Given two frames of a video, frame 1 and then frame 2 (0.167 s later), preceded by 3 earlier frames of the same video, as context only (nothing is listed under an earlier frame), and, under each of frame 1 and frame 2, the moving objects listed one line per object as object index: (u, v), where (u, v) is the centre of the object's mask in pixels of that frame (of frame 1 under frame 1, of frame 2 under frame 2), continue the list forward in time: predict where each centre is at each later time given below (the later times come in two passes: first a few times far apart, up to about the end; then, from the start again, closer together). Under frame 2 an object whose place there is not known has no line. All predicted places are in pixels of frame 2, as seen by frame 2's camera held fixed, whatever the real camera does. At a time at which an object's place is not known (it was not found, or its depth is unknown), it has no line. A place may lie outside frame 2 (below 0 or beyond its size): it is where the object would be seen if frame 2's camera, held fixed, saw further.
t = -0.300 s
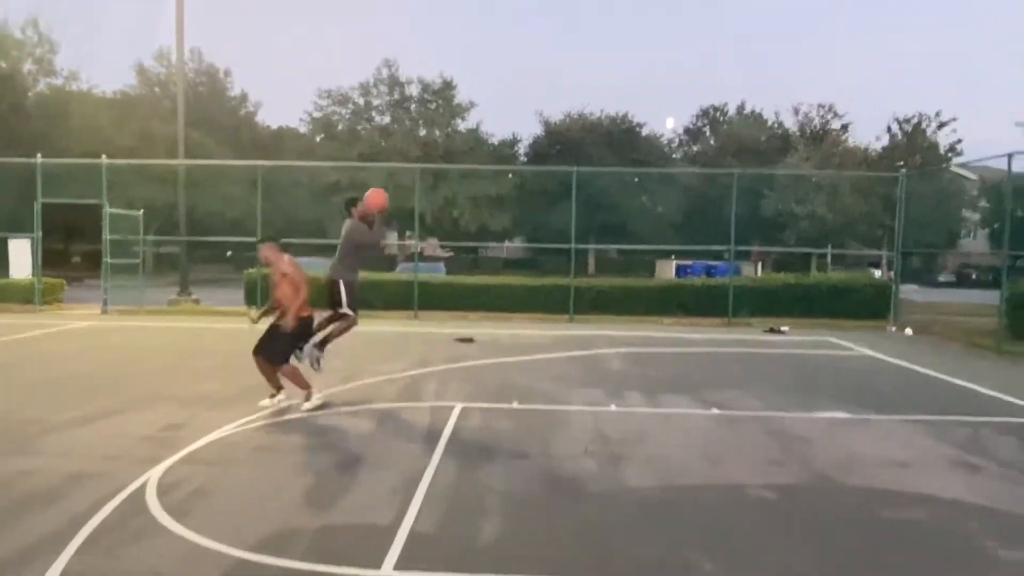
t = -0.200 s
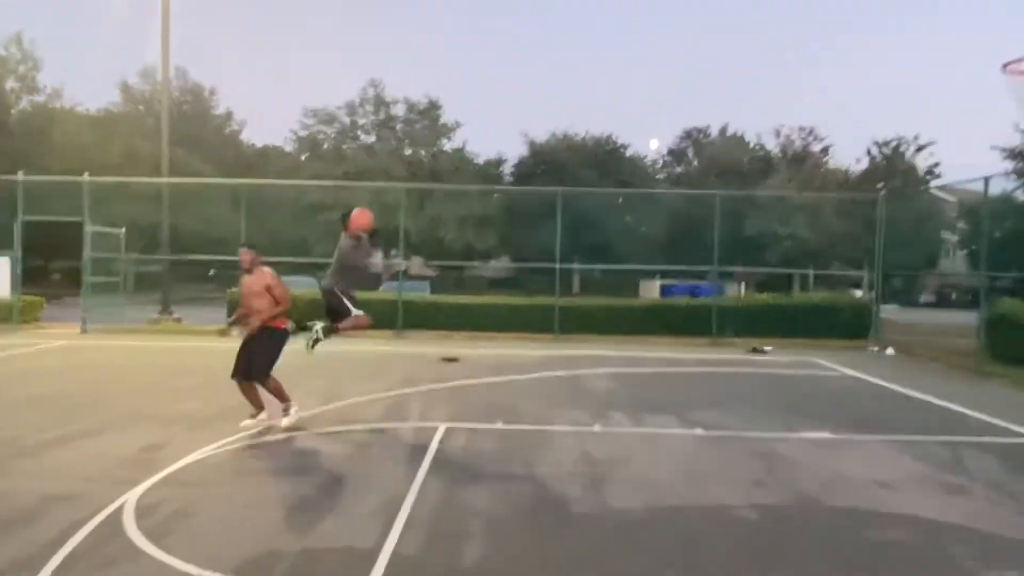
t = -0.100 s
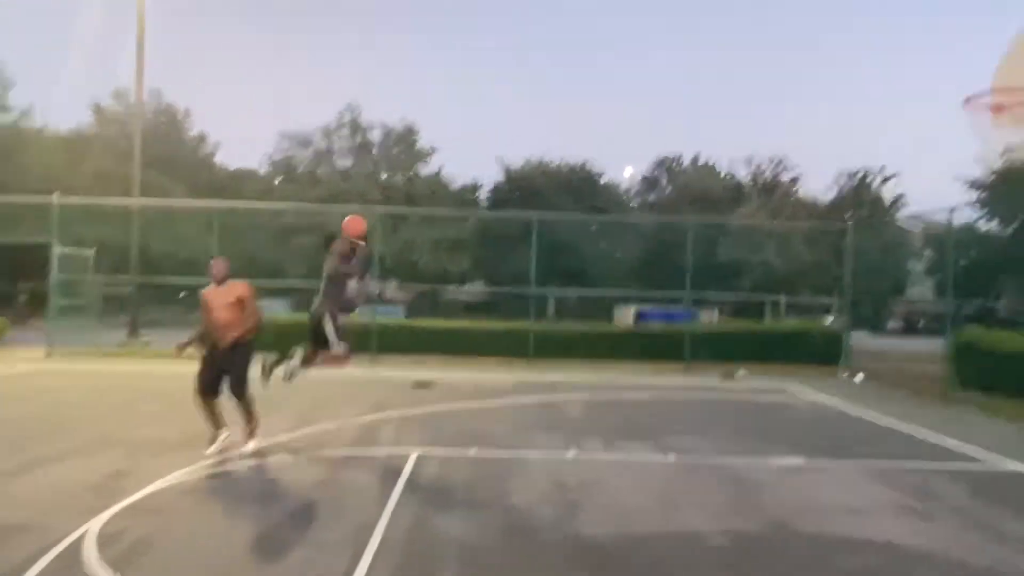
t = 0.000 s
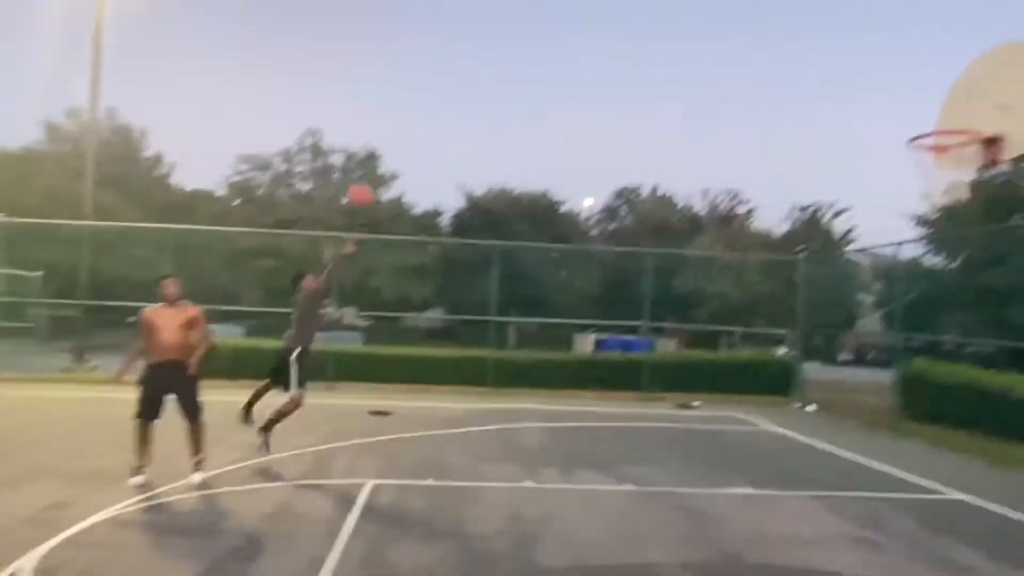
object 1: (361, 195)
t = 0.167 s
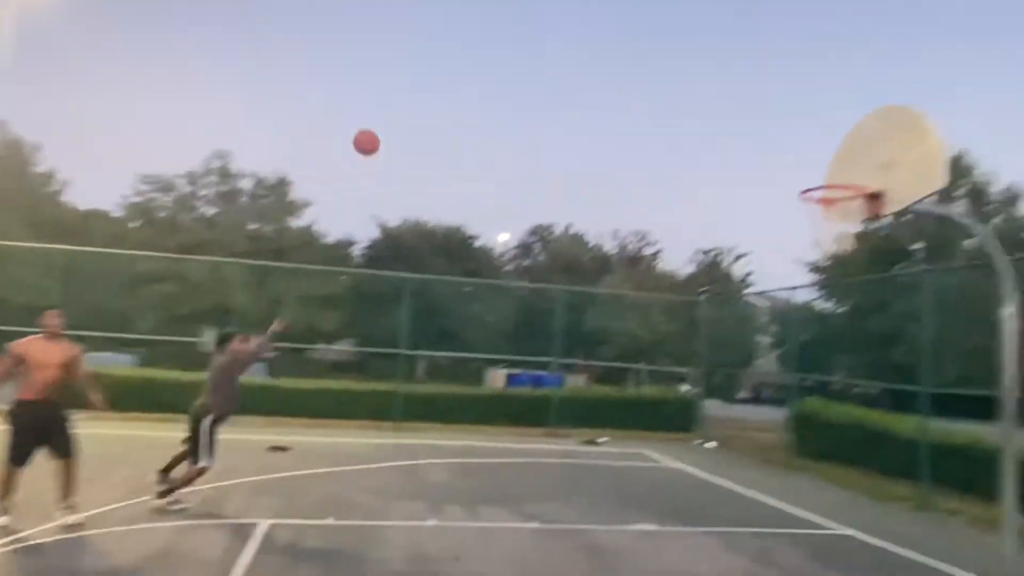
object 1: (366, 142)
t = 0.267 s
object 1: (424, 109)
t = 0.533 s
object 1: (578, 66)
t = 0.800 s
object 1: (737, 101)
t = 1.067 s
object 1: (834, 173)
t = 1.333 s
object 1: (735, 137)
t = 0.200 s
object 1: (386, 130)
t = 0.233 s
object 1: (405, 119)
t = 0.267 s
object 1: (424, 109)
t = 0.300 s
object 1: (443, 100)
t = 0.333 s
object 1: (462, 92)
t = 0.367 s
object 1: (481, 86)
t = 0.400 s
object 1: (500, 79)
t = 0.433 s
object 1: (520, 74)
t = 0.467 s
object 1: (539, 70)
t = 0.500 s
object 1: (559, 67)
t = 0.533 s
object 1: (578, 66)
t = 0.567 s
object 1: (598, 66)
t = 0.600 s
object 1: (618, 68)
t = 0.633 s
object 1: (637, 70)
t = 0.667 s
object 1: (657, 74)
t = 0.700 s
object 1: (677, 79)
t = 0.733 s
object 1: (696, 85)
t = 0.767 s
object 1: (717, 92)
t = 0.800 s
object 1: (737, 101)
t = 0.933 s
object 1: (813, 149)
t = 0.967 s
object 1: (831, 164)
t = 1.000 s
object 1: (852, 181)
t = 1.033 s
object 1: (846, 181)
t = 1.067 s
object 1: (834, 173)
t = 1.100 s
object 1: (823, 164)
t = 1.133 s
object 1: (811, 156)
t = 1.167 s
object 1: (799, 150)
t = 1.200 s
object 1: (786, 145)
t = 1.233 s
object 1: (774, 141)
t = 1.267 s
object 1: (761, 139)
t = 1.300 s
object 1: (749, 138)
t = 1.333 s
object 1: (735, 137)
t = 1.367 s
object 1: (721, 138)
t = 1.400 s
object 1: (707, 141)
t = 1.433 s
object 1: (692, 146)
